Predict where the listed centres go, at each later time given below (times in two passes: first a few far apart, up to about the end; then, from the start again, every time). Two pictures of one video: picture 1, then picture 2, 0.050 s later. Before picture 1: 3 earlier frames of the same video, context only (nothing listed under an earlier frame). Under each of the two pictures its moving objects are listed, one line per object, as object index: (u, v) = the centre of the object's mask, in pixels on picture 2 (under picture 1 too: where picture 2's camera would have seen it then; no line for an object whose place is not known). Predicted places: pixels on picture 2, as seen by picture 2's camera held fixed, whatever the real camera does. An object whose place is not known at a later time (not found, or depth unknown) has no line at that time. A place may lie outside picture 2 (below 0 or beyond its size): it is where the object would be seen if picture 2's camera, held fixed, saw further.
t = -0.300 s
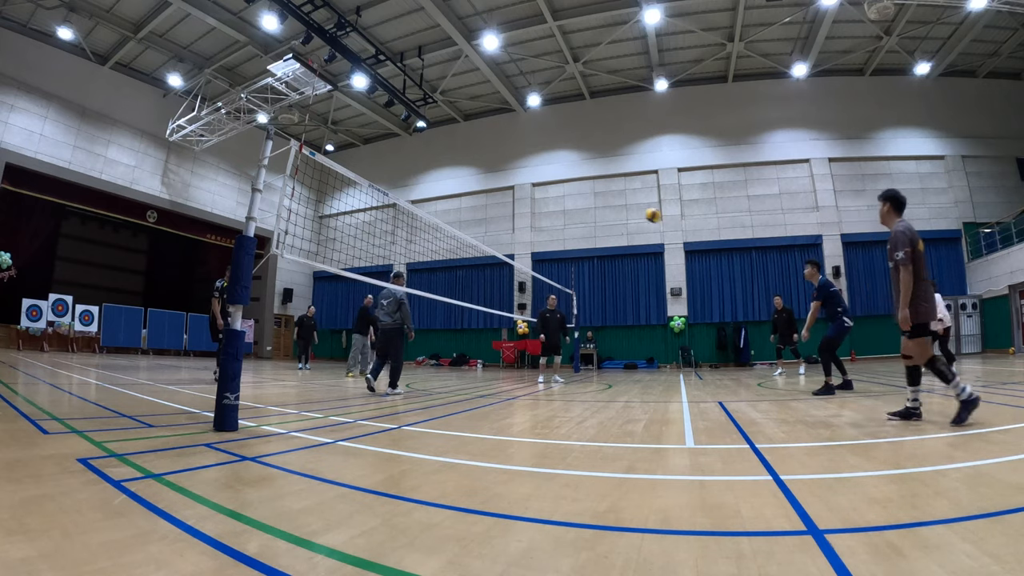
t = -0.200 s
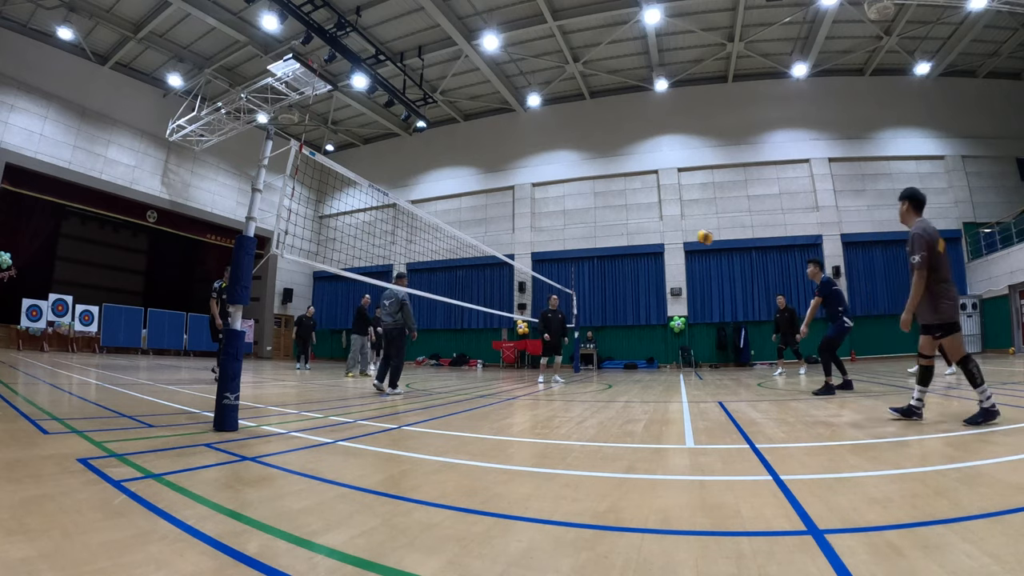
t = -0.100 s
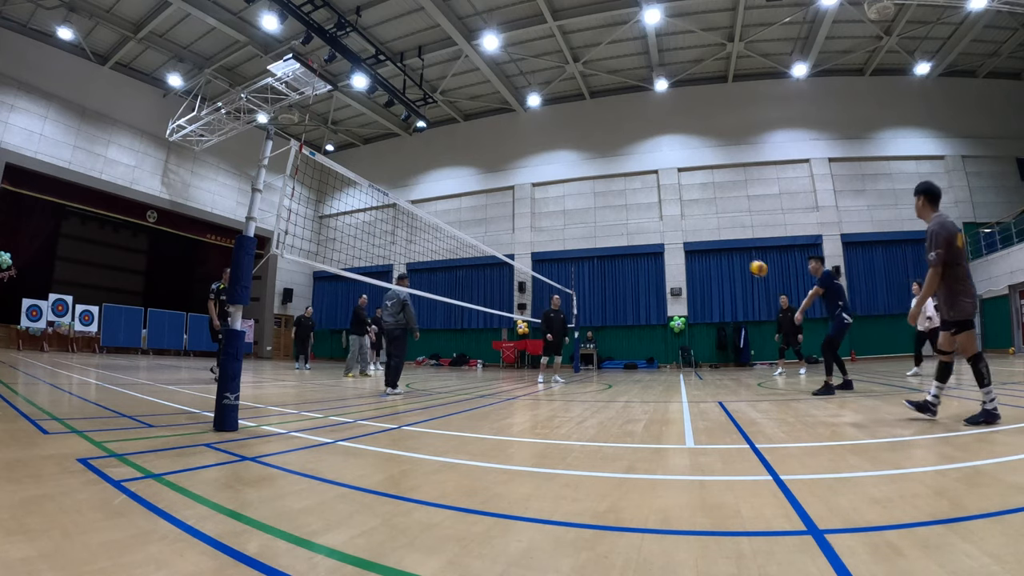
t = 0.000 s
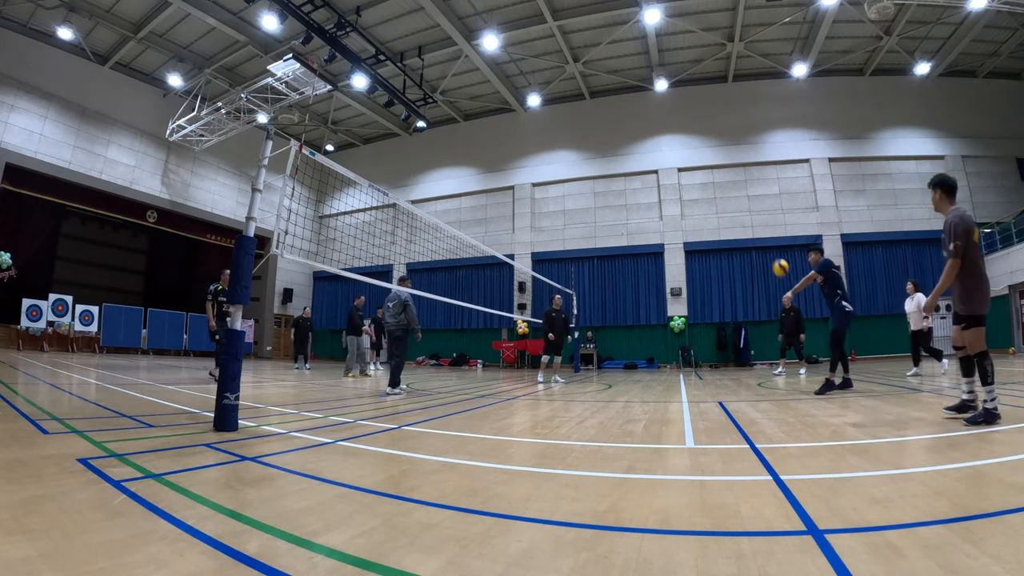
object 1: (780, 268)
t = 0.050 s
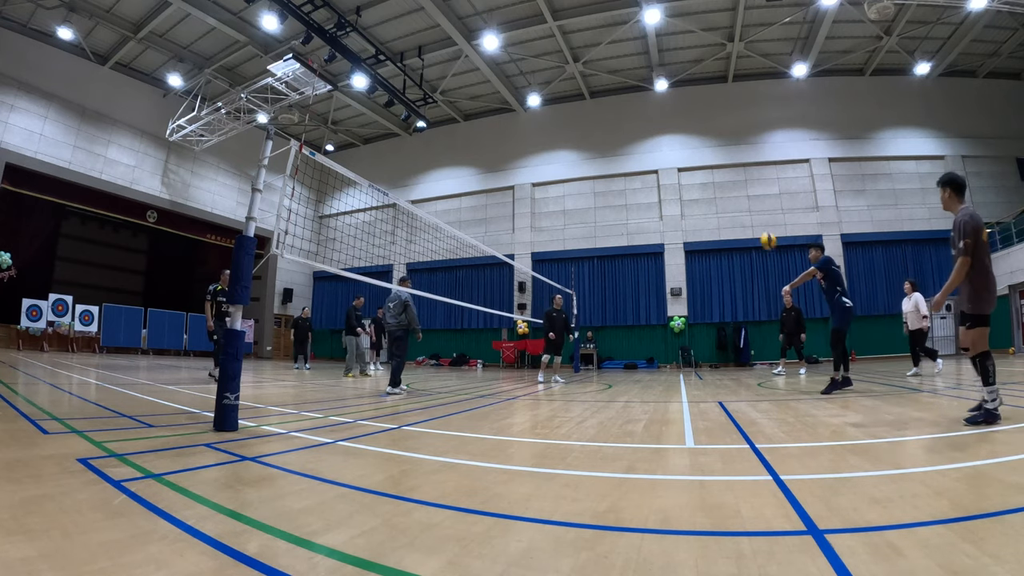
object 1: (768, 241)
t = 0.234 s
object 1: (725, 167)
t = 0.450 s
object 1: (687, 122)
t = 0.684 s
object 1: (654, 110)
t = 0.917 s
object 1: (629, 125)
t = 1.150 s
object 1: (607, 164)
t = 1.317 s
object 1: (593, 207)
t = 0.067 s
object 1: (763, 232)
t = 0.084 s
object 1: (759, 225)
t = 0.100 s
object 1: (756, 217)
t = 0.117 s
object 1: (752, 210)
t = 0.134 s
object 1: (748, 202)
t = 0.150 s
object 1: (745, 196)
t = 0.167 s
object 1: (741, 190)
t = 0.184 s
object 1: (737, 184)
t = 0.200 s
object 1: (733, 178)
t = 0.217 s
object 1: (729, 172)
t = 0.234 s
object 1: (725, 167)
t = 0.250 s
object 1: (723, 162)
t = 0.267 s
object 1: (719, 158)
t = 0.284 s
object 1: (716, 154)
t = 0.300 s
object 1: (713, 149)
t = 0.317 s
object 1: (710, 145)
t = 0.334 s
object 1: (707, 142)
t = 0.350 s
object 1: (704, 139)
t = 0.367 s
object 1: (701, 135)
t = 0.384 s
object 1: (698, 132)
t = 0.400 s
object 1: (695, 129)
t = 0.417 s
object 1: (692, 127)
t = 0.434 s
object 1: (689, 125)
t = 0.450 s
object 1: (687, 122)
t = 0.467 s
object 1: (684, 120)
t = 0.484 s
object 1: (682, 119)
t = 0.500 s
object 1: (679, 117)
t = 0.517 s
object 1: (677, 116)
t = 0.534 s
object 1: (674, 115)
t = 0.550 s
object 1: (672, 114)
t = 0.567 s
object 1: (670, 113)
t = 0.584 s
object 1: (667, 112)
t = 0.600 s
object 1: (665, 111)
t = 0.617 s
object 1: (663, 111)
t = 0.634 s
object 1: (661, 110)
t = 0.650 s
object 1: (658, 110)
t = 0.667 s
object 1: (656, 110)
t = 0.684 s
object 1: (654, 110)
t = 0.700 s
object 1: (653, 110)
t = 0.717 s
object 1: (651, 111)
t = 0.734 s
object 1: (648, 112)
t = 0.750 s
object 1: (647, 112)
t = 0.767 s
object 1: (645, 113)
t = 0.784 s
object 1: (643, 114)
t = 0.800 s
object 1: (641, 115)
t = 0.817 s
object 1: (639, 115)
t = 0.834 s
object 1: (637, 117)
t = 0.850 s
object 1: (636, 118)
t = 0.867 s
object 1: (634, 119)
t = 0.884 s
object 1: (632, 121)
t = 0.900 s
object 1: (631, 123)
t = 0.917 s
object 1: (629, 125)
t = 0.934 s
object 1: (627, 127)
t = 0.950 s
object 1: (626, 129)
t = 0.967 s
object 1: (624, 131)
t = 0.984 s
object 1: (622, 134)
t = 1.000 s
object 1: (621, 136)
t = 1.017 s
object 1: (619, 139)
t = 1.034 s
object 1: (618, 141)
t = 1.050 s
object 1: (616, 144)
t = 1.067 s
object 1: (615, 147)
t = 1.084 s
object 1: (613, 150)
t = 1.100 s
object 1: (612, 154)
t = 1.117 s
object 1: (610, 157)
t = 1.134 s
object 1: (608, 161)
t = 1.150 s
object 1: (607, 164)
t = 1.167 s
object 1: (606, 168)
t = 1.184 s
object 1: (604, 172)
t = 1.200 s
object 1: (603, 176)
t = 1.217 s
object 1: (601, 180)
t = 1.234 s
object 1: (600, 184)
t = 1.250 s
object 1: (598, 188)
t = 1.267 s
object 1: (597, 193)
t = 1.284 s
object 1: (595, 197)
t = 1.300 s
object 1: (594, 202)
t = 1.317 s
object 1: (593, 207)
